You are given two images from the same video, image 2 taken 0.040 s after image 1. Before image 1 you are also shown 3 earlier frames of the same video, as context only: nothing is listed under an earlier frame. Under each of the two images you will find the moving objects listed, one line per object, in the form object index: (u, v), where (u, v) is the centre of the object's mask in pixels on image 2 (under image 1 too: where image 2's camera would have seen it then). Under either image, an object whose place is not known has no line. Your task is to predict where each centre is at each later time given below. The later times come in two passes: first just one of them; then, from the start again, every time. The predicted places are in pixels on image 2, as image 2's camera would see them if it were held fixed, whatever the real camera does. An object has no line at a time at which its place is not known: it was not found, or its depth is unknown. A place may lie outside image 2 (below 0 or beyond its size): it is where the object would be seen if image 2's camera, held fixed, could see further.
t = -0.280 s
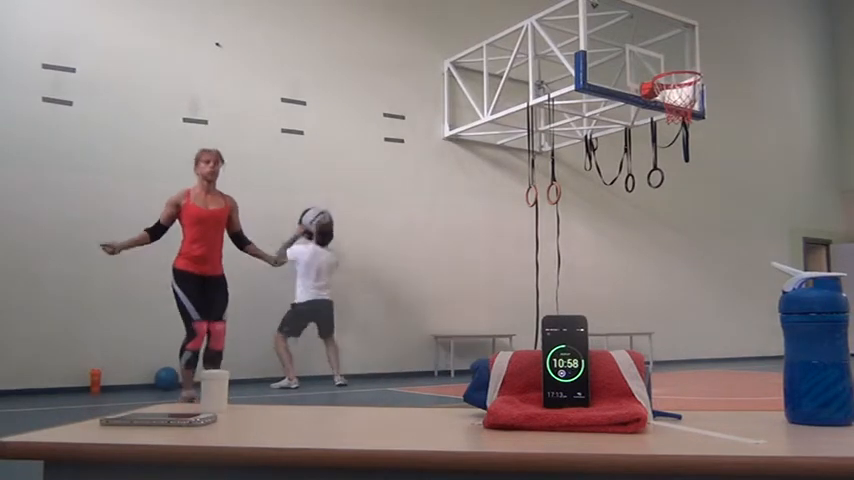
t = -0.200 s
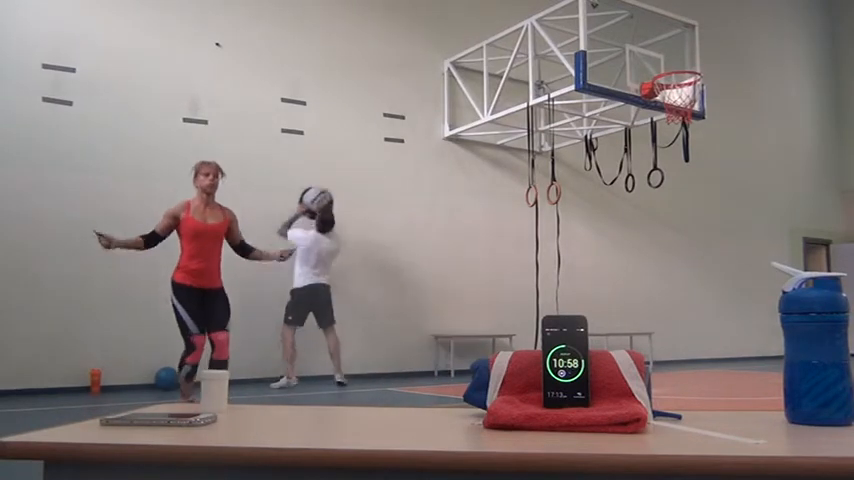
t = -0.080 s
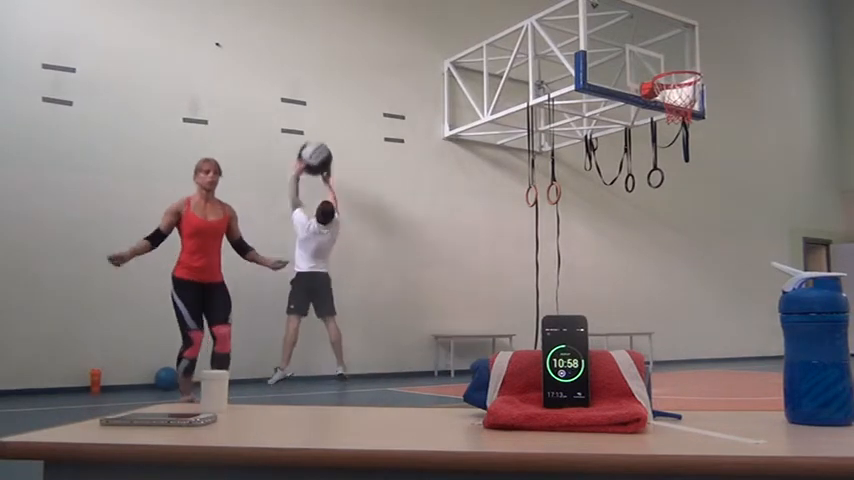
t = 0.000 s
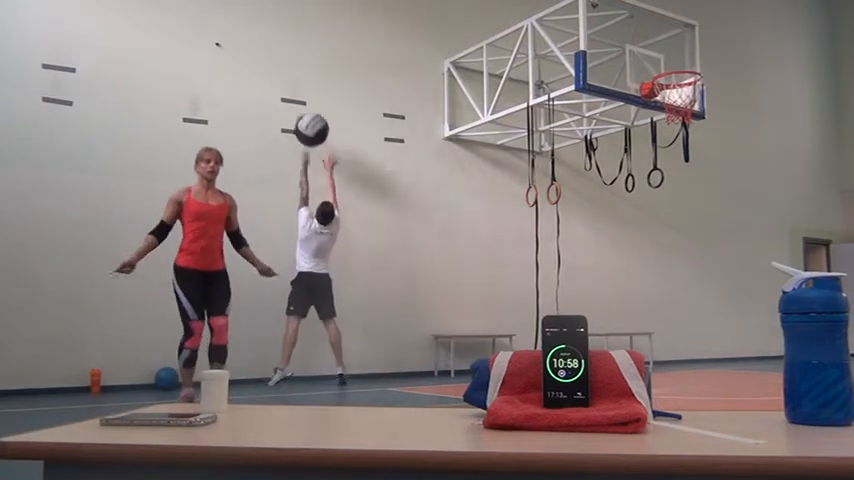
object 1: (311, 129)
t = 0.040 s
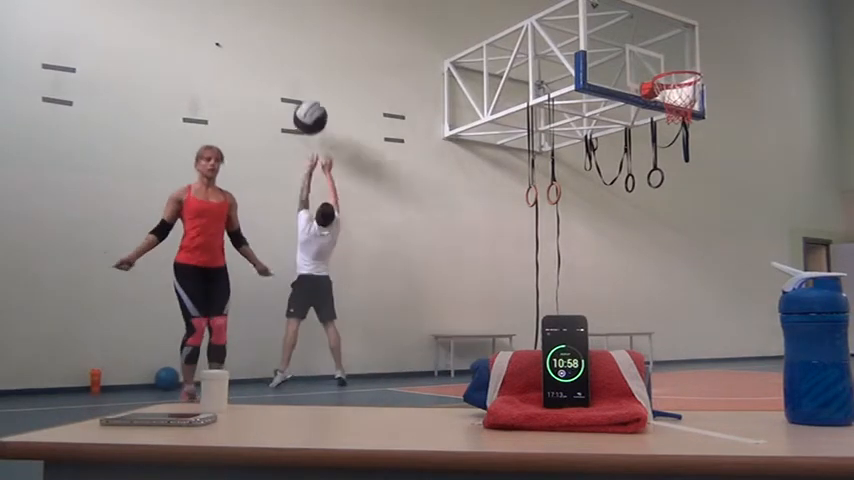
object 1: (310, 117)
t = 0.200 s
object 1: (304, 84)
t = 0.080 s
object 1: (308, 107)
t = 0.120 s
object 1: (307, 98)
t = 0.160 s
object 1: (305, 91)
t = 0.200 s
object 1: (304, 84)
